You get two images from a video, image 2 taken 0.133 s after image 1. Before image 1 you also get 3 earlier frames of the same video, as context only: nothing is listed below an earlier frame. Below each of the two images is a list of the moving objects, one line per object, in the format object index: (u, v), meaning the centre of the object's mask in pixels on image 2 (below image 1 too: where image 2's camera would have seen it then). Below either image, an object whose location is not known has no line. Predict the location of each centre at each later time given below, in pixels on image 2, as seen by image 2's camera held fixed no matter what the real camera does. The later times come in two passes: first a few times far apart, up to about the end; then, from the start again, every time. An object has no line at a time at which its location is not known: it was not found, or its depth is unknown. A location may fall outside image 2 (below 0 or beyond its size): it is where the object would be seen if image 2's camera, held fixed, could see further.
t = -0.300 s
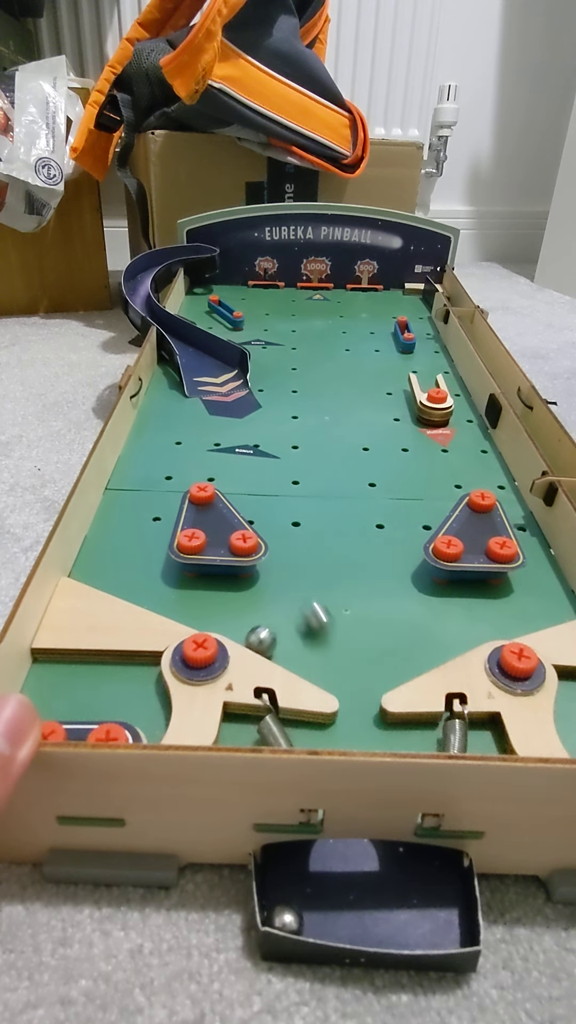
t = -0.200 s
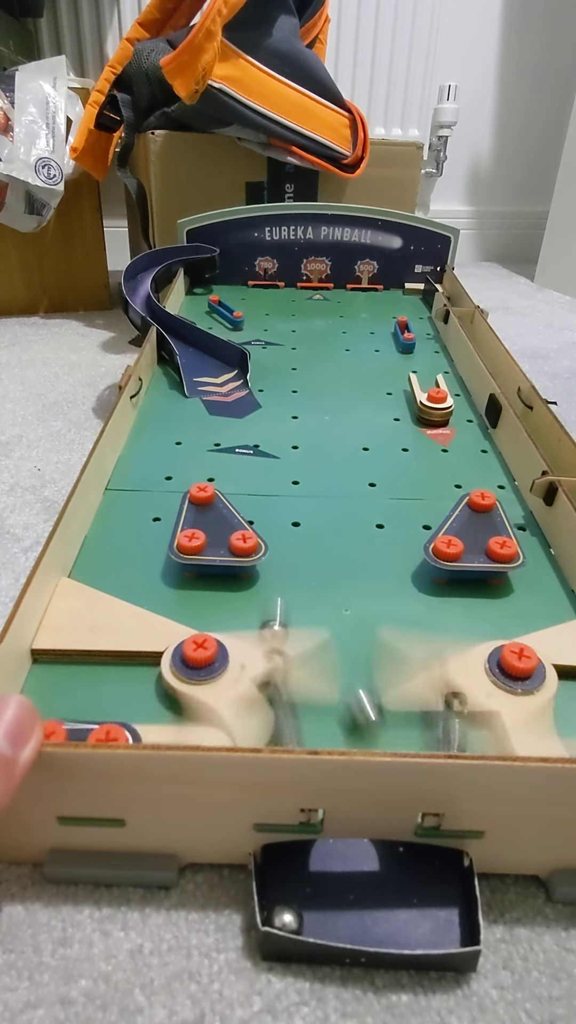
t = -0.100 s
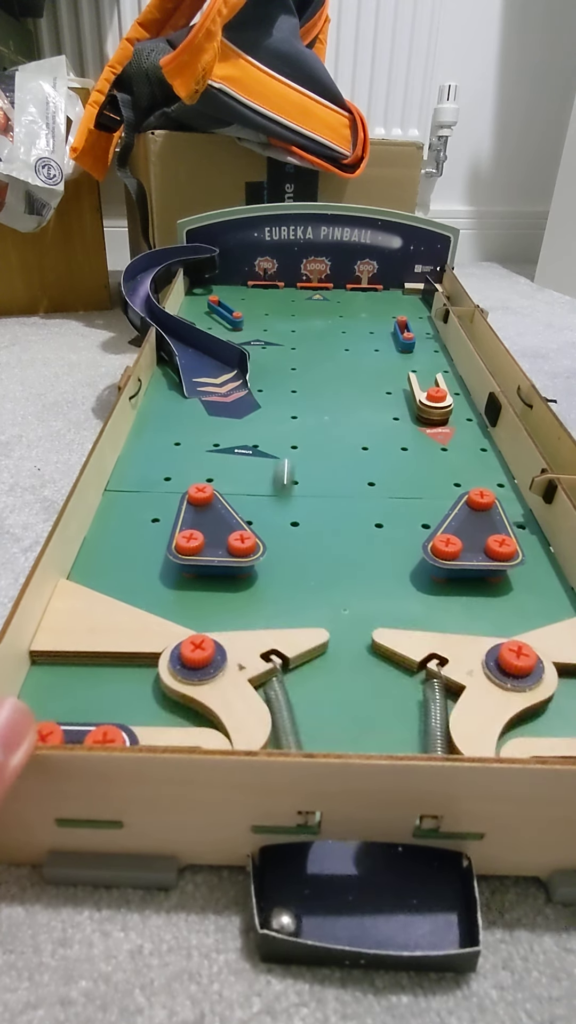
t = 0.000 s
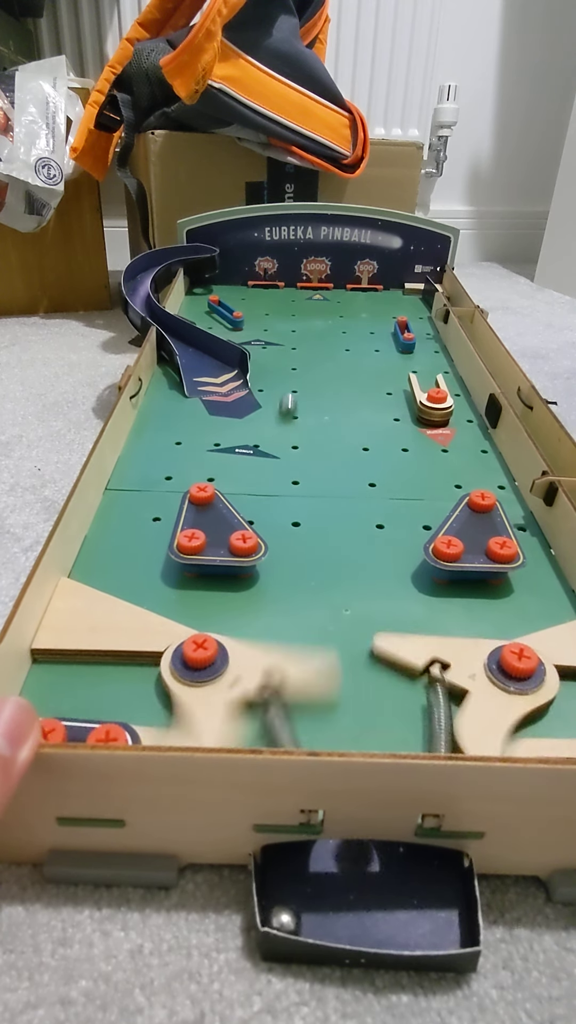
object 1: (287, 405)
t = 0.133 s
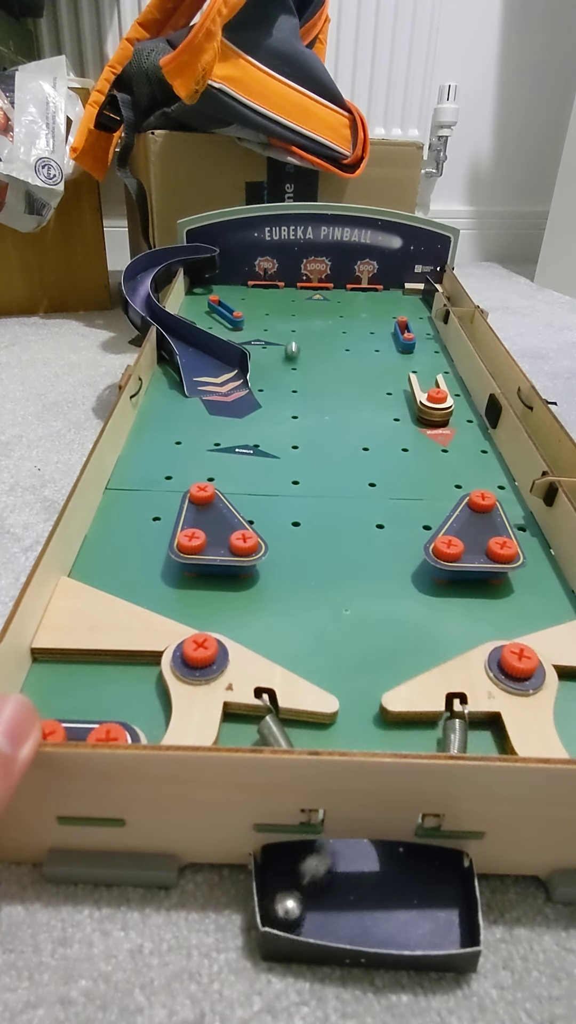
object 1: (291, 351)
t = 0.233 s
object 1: (294, 326)
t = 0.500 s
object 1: (301, 290)
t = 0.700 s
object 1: (303, 290)
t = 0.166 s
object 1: (292, 342)
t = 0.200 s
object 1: (293, 334)
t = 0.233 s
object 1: (294, 326)
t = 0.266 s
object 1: (295, 320)
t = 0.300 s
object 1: (296, 314)
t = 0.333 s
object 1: (296, 308)
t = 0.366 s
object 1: (298, 303)
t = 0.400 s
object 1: (298, 299)
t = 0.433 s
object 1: (299, 295)
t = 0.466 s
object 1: (300, 293)
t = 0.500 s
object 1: (301, 290)
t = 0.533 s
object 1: (302, 288)
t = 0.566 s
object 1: (302, 286)
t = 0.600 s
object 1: (303, 286)
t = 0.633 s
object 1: (302, 288)
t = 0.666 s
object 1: (303, 289)
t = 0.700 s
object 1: (303, 290)
